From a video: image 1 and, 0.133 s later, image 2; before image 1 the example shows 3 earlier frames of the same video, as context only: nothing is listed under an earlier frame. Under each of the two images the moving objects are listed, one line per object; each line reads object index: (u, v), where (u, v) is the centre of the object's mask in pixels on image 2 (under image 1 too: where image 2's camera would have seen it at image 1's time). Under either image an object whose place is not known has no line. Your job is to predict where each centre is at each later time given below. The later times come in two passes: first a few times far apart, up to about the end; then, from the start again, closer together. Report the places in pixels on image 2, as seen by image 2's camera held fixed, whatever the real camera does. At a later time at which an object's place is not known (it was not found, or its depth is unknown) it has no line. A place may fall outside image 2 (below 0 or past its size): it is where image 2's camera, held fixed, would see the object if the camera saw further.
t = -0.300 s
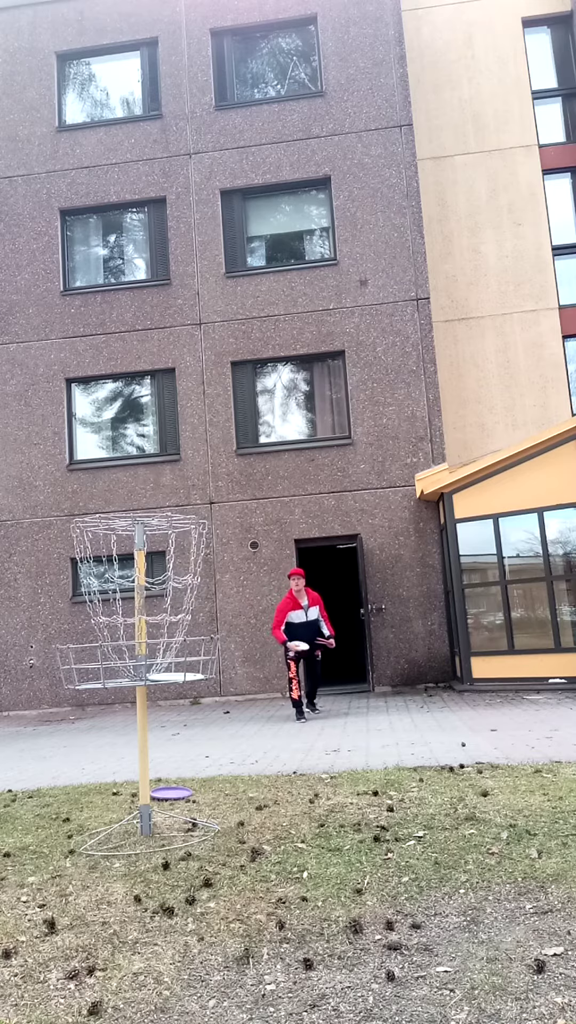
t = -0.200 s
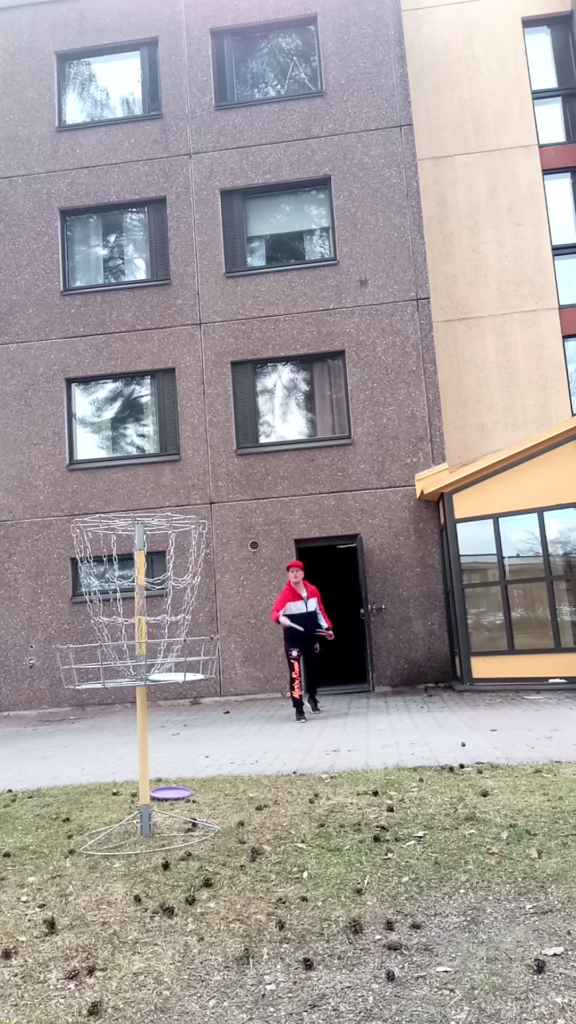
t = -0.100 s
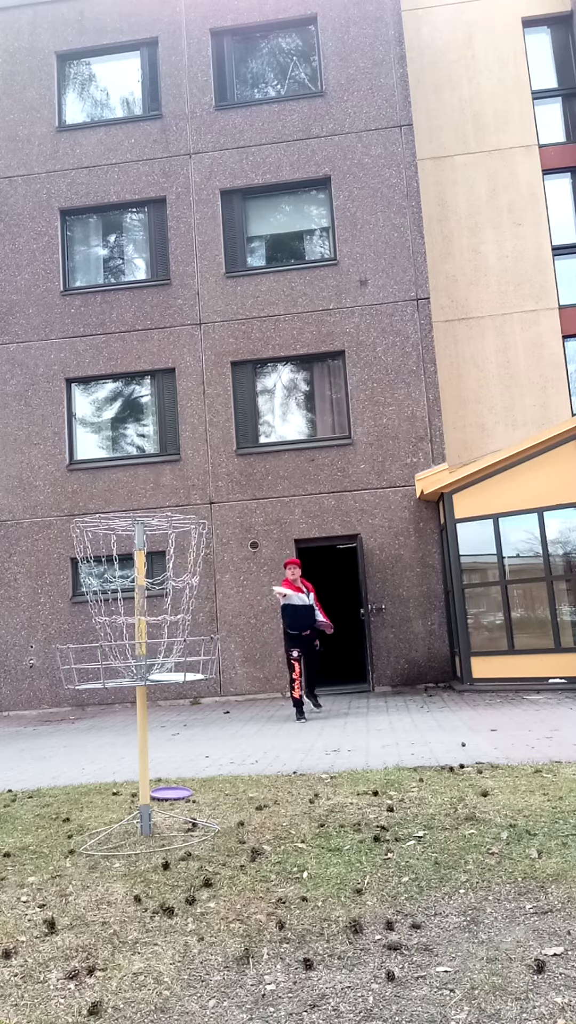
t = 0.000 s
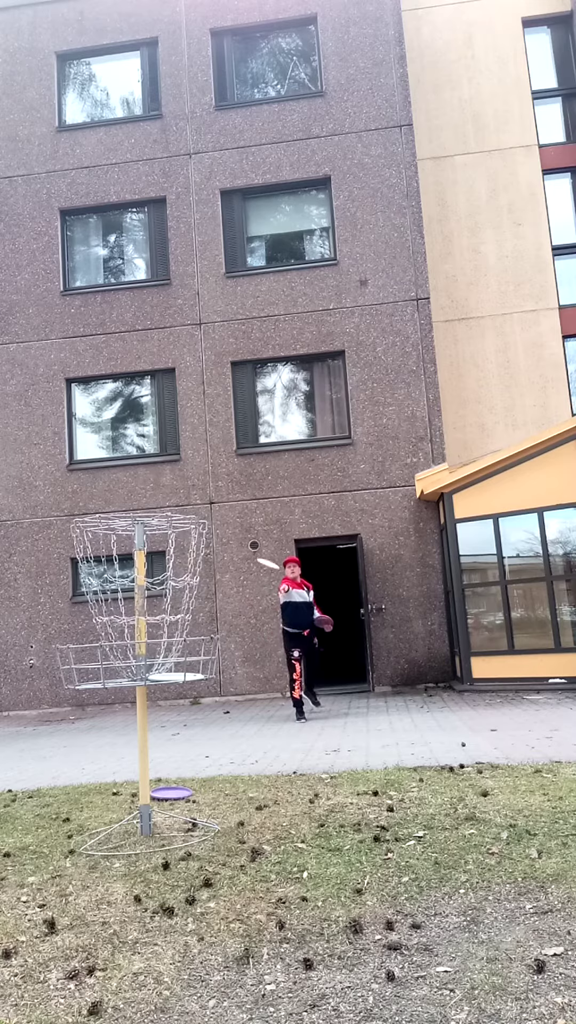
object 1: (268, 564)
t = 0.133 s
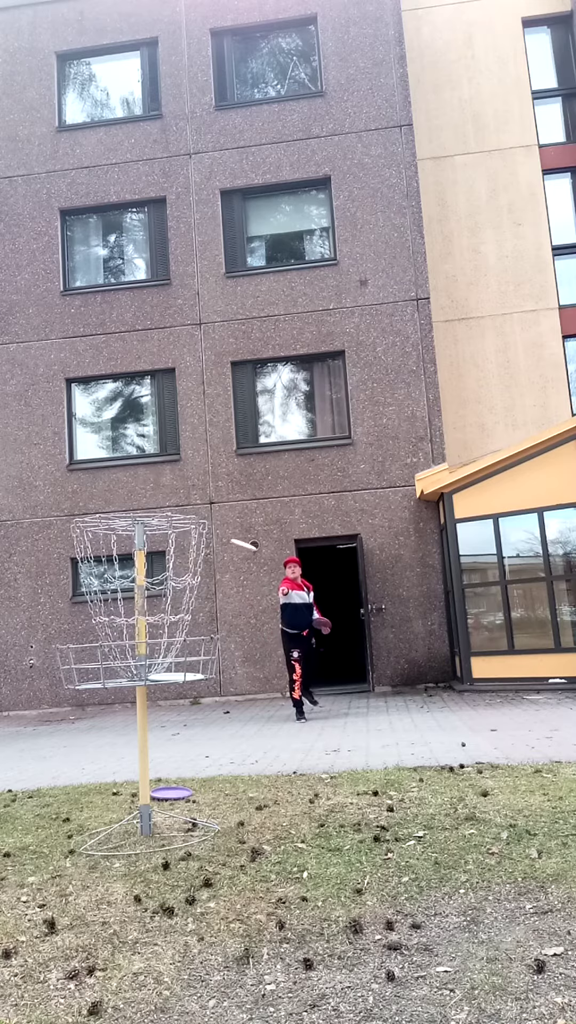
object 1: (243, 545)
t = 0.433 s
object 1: (162, 584)
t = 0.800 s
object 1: (89, 775)
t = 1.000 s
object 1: (72, 790)
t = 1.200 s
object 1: (63, 807)
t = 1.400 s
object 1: (58, 822)
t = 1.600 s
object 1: (63, 838)
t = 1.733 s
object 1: (63, 839)
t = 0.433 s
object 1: (162, 584)
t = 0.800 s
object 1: (89, 775)
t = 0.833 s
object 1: (85, 799)
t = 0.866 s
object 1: (82, 792)
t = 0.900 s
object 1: (79, 788)
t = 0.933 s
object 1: (77, 786)
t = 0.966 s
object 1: (74, 786)
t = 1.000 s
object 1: (72, 790)
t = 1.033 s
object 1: (70, 796)
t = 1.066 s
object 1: (68, 803)
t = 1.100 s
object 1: (67, 802)
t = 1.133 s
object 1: (66, 803)
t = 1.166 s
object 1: (65, 805)
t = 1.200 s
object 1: (63, 807)
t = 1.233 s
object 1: (62, 808)
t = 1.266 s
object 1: (62, 809)
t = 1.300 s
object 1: (61, 811)
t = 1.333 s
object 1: (60, 813)
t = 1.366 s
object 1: (59, 817)
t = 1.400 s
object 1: (58, 822)
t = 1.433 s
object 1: (58, 829)
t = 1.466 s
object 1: (57, 839)
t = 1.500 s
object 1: (57, 839)
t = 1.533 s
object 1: (59, 836)
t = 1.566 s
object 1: (61, 836)
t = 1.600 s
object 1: (63, 838)
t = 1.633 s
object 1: (64, 839)
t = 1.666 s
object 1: (64, 839)
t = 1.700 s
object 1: (64, 839)
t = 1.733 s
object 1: (63, 839)
